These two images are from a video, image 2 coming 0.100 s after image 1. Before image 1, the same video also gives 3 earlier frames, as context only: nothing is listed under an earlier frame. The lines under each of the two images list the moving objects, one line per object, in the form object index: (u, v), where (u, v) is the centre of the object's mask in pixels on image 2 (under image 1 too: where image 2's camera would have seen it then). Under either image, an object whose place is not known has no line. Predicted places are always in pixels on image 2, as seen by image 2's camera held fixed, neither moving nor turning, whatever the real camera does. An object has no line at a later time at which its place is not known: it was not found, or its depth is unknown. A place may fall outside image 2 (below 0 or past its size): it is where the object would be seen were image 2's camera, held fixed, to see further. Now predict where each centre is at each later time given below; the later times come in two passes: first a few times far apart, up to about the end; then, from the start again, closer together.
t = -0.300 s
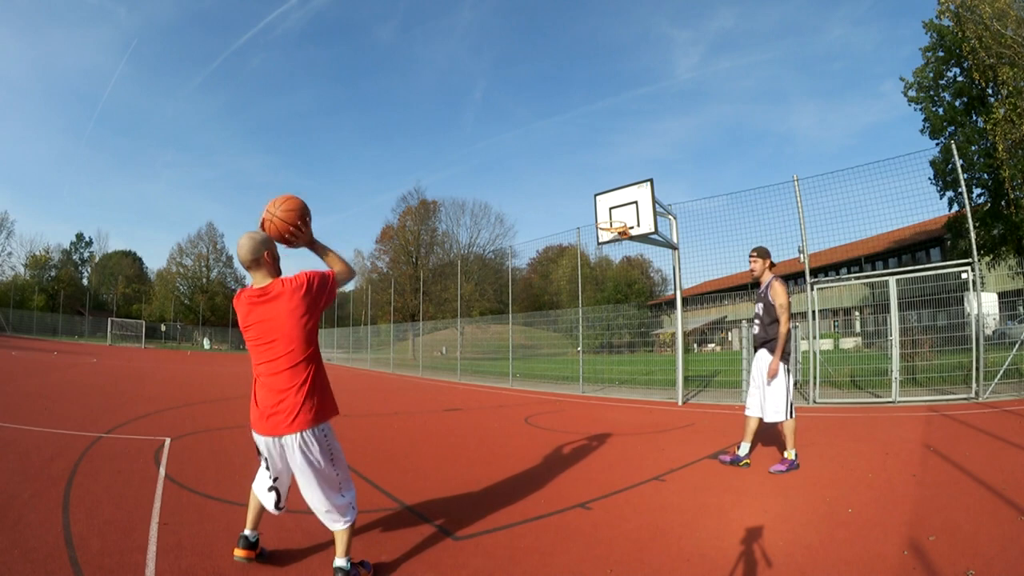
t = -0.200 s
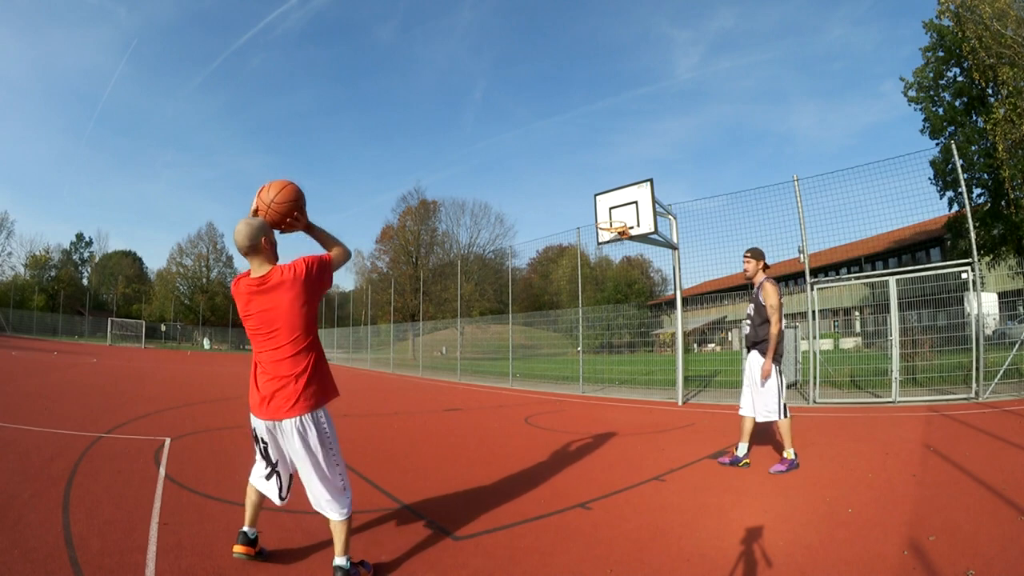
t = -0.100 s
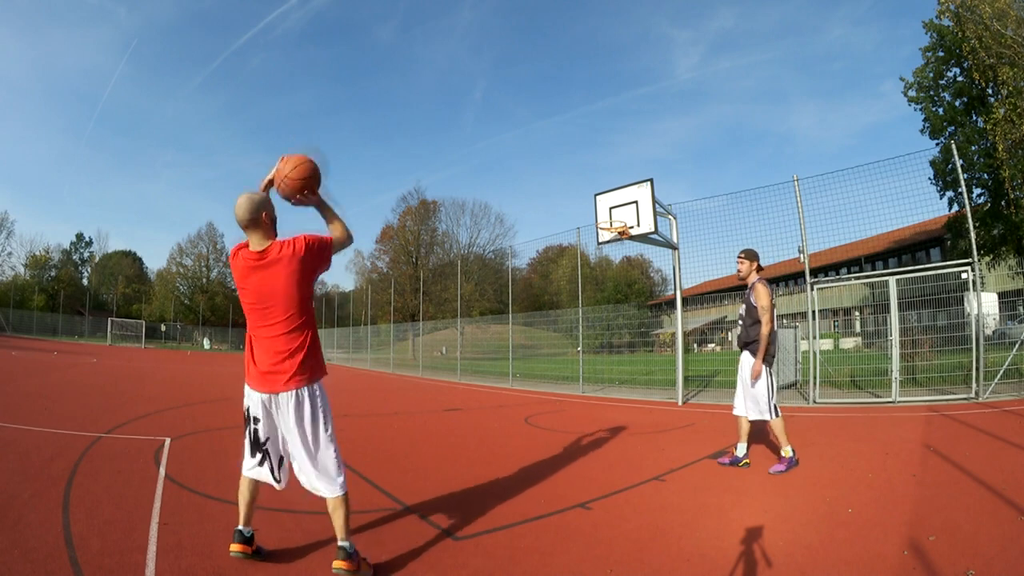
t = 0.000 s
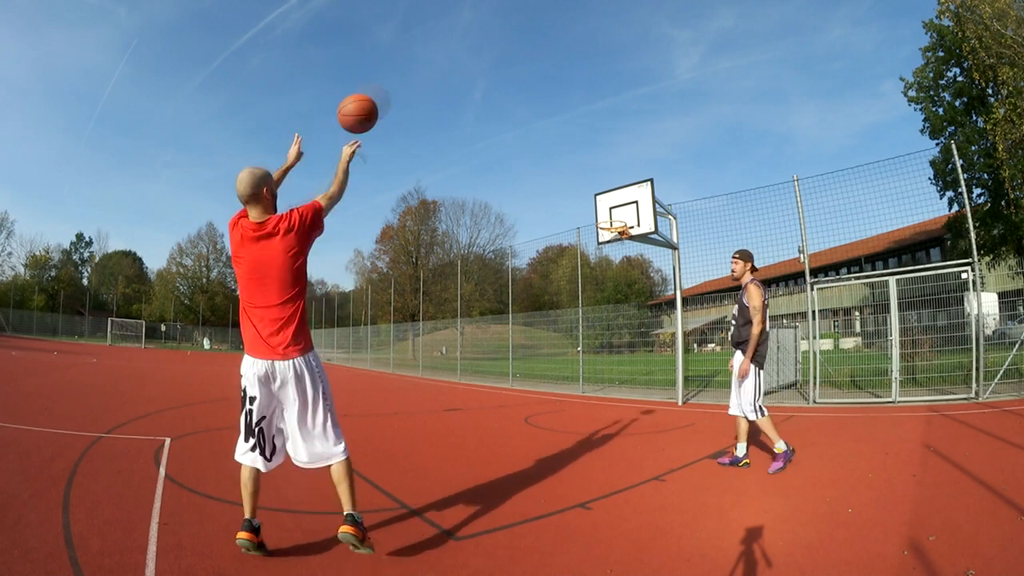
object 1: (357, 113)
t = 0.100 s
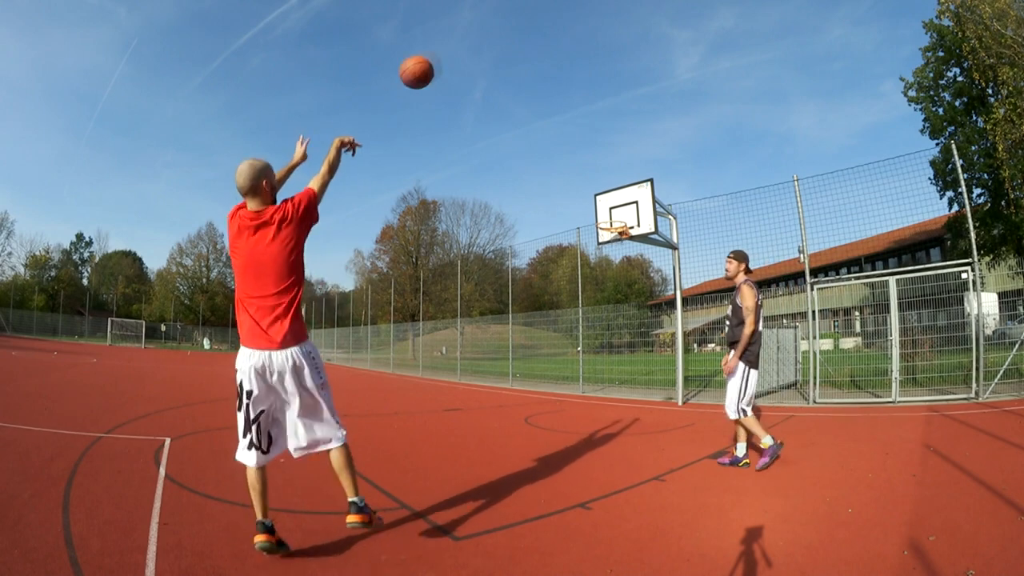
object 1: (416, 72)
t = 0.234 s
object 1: (471, 52)
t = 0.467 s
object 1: (526, 63)
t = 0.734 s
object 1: (569, 115)
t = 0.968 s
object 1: (595, 180)
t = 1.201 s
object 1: (614, 217)
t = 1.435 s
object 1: (600, 192)
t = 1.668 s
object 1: (584, 199)
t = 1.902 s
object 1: (568, 239)
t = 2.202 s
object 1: (545, 349)
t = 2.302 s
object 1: (536, 402)
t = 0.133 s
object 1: (434, 63)
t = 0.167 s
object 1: (446, 58)
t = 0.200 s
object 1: (458, 54)
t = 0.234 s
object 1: (471, 52)
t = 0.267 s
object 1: (480, 51)
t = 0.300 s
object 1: (489, 51)
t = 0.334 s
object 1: (498, 51)
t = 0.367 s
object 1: (506, 53)
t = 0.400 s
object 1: (513, 56)
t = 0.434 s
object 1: (520, 60)
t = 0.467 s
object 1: (526, 63)
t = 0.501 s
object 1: (532, 67)
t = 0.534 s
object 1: (538, 73)
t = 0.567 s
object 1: (543, 78)
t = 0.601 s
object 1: (548, 85)
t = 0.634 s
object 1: (555, 92)
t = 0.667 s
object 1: (558, 97)
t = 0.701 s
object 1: (563, 105)
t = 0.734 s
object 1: (569, 115)
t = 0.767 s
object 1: (572, 121)
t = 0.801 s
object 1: (577, 131)
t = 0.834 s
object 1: (581, 142)
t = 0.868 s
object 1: (584, 149)
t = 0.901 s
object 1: (588, 159)
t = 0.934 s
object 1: (593, 172)
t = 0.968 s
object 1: (595, 180)
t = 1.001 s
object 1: (599, 192)
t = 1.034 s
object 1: (603, 206)
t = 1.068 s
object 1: (605, 213)
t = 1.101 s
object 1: (608, 216)
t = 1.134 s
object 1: (611, 218)
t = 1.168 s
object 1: (613, 220)
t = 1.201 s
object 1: (614, 217)
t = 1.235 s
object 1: (615, 213)
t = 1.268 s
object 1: (611, 207)
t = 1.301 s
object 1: (609, 204)
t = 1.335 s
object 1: (606, 199)
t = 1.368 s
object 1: (604, 197)
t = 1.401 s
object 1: (602, 195)
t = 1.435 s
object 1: (600, 192)
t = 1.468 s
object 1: (597, 192)
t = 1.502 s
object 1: (595, 191)
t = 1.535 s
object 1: (592, 192)
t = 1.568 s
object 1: (590, 192)
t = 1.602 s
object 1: (588, 194)
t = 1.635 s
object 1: (586, 196)
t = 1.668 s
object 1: (584, 199)
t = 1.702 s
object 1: (582, 202)
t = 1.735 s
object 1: (579, 207)
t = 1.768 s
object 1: (577, 212)
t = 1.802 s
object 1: (575, 217)
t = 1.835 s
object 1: (572, 225)
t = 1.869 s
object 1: (570, 232)
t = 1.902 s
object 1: (568, 239)
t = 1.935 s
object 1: (566, 249)
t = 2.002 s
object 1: (561, 267)
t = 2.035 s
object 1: (558, 281)
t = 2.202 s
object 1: (545, 349)
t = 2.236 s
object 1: (542, 369)
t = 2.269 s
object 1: (540, 384)
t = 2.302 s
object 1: (536, 402)
